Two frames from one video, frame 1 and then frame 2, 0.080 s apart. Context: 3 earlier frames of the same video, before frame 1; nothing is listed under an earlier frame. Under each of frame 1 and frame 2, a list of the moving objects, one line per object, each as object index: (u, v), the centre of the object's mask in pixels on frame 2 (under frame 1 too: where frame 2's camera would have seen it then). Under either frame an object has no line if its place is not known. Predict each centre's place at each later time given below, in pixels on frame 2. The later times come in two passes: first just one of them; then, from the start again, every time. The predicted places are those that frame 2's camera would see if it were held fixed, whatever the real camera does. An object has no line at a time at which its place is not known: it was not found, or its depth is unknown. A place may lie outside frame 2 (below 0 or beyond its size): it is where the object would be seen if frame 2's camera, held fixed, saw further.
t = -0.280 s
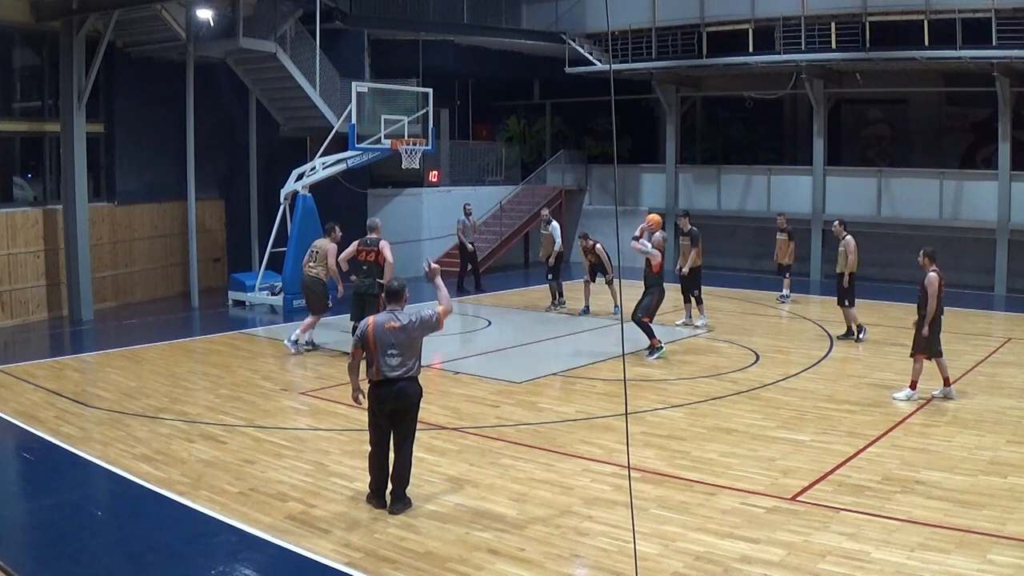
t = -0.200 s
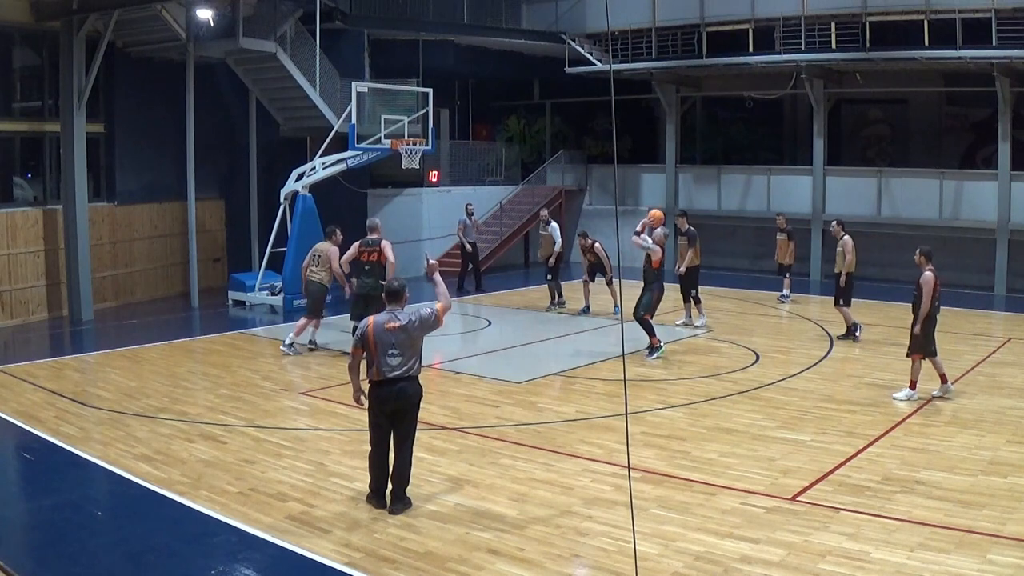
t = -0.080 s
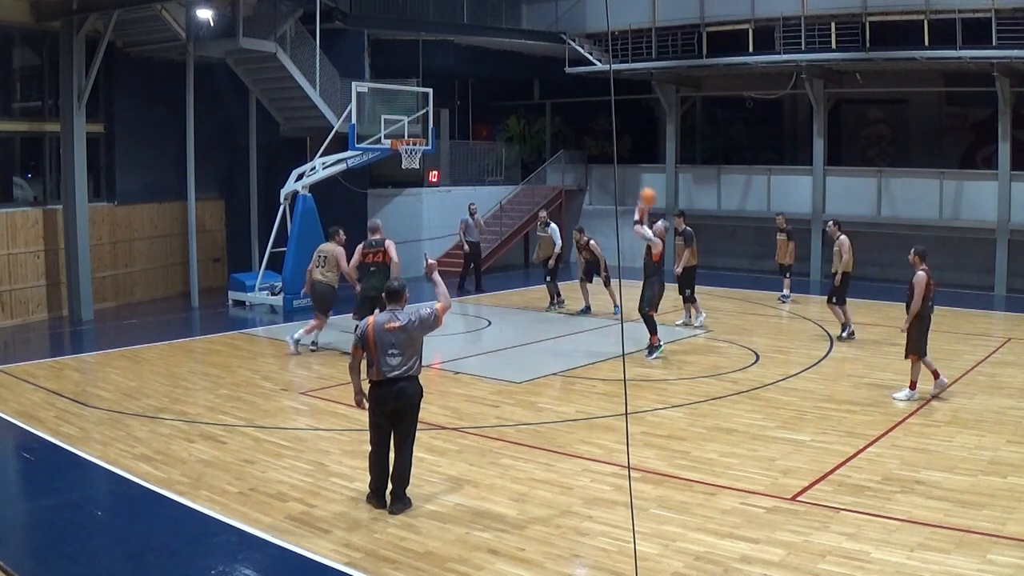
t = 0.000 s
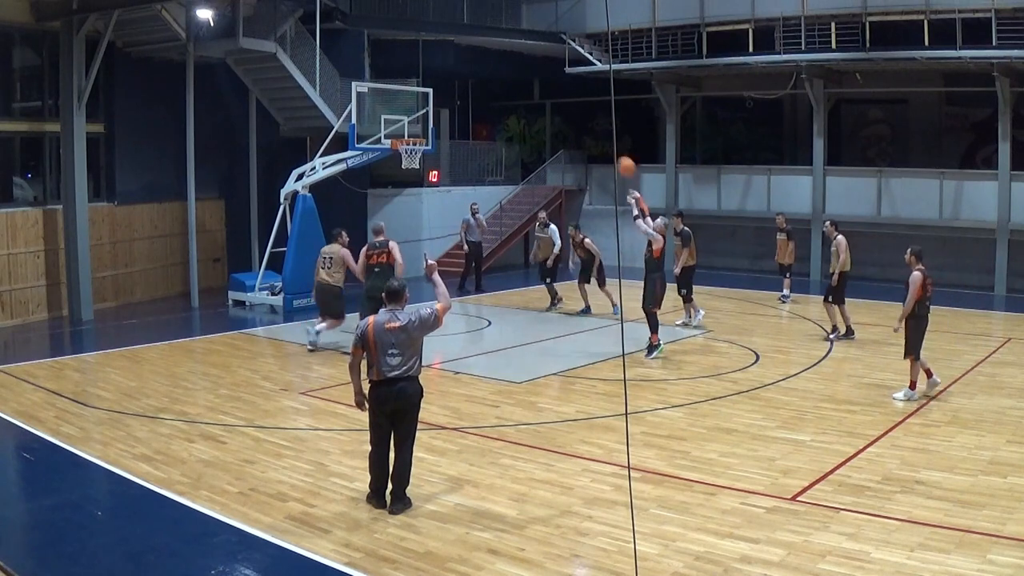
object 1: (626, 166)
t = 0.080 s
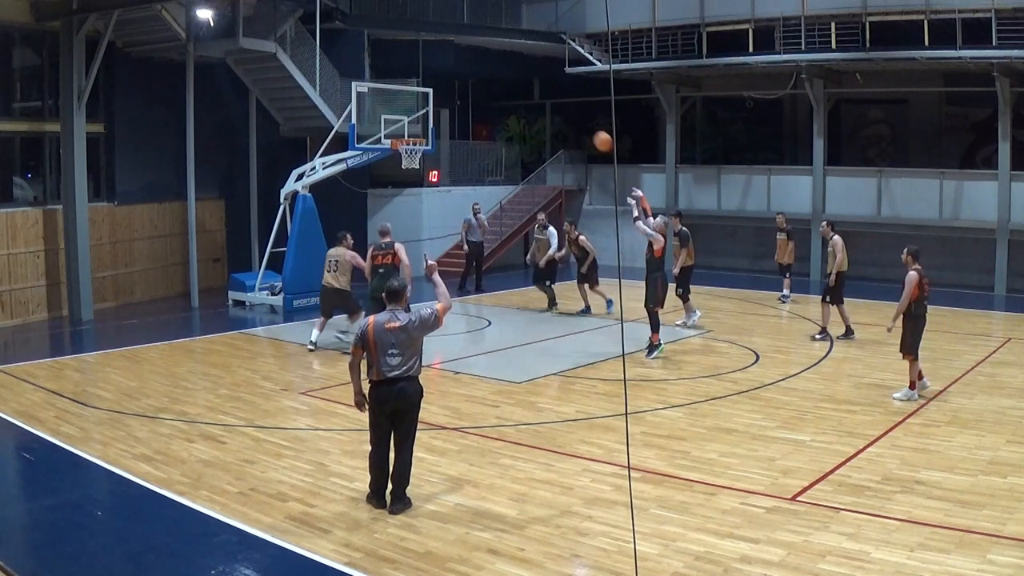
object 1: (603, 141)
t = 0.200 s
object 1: (569, 112)
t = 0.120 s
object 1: (591, 130)
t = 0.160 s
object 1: (580, 121)
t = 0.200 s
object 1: (569, 112)
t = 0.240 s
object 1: (558, 105)
